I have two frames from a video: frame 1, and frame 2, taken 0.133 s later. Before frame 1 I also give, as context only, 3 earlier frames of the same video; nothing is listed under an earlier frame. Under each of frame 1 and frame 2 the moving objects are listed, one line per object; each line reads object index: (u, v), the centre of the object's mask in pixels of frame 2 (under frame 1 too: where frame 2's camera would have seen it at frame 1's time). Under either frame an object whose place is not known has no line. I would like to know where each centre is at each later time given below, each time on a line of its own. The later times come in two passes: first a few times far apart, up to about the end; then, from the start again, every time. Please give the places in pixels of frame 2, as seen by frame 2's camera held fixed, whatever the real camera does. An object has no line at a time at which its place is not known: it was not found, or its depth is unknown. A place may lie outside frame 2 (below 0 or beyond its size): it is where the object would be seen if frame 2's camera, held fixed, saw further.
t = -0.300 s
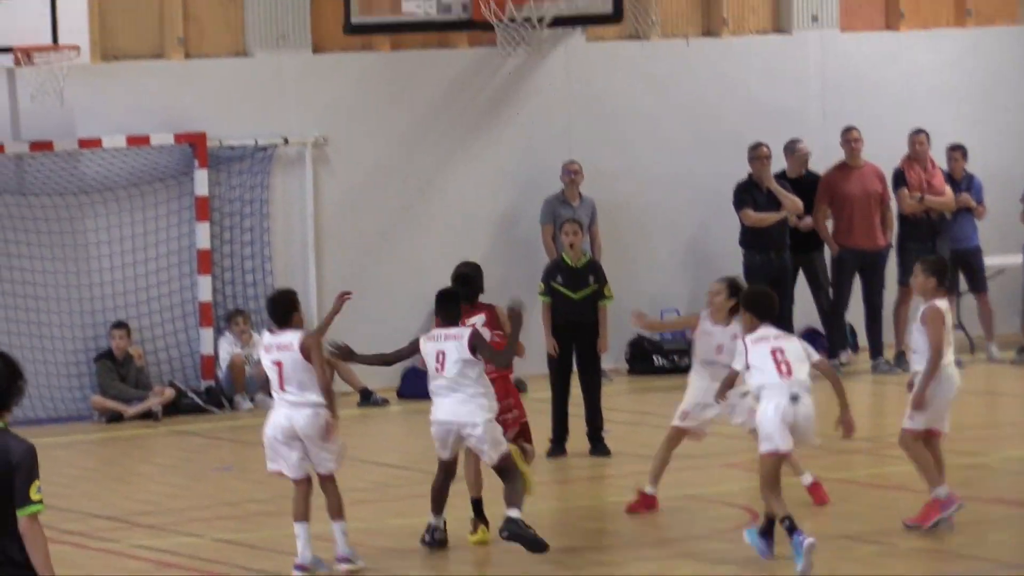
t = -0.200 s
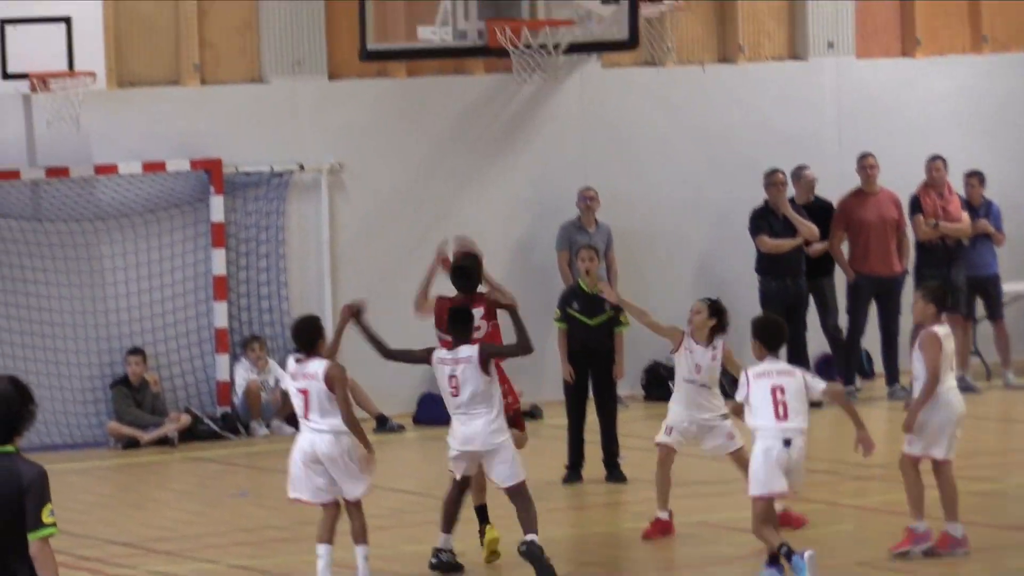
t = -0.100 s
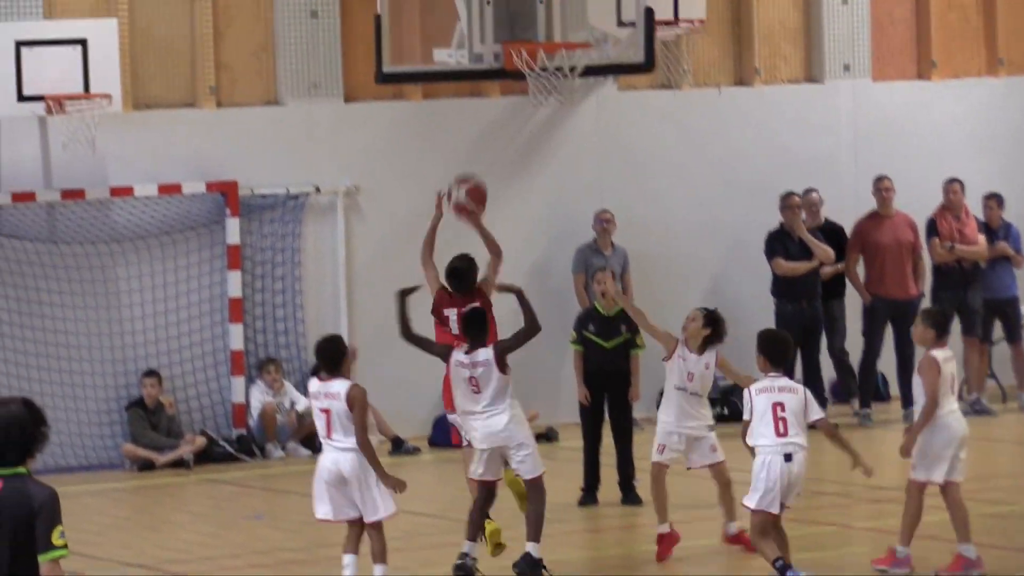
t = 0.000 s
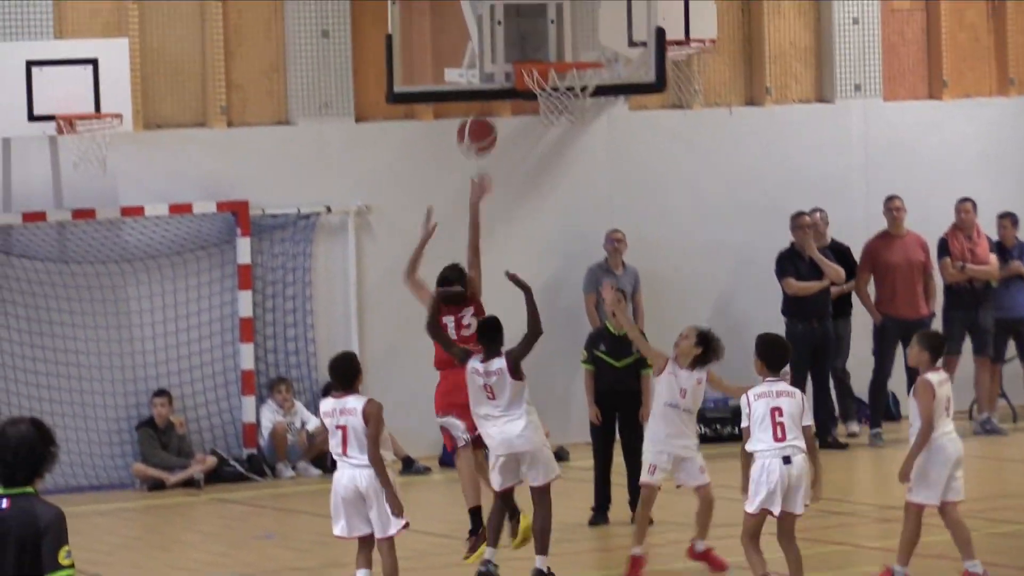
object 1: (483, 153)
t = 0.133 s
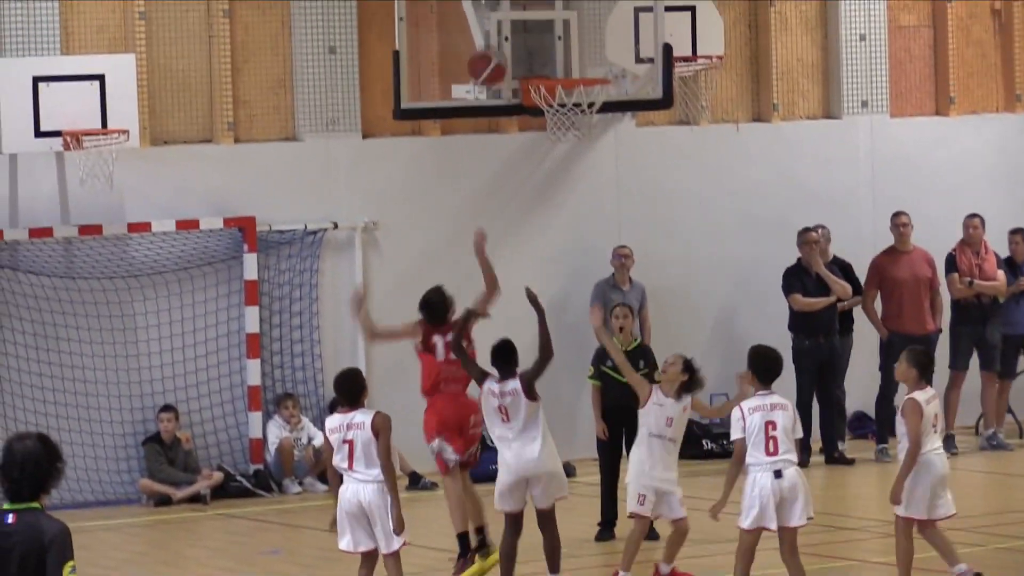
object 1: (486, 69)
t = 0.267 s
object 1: (501, 18)
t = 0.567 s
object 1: (568, 62)
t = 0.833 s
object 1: (583, 69)
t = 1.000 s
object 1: (552, 102)
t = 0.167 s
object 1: (488, 44)
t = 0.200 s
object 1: (491, 27)
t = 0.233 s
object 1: (495, 23)
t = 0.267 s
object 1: (501, 18)
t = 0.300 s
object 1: (510, 16)
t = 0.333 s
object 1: (515, 16)
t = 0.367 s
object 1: (524, 17)
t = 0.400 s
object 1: (533, 22)
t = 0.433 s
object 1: (538, 26)
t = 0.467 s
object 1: (546, 34)
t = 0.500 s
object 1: (556, 45)
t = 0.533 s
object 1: (560, 53)
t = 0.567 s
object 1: (568, 62)
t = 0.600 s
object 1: (570, 58)
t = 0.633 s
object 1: (571, 57)
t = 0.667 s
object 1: (574, 55)
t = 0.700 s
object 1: (576, 57)
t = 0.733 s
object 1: (578, 58)
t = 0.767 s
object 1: (580, 63)
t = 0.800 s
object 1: (583, 67)
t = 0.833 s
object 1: (583, 69)
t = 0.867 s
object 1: (576, 74)
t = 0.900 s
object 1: (570, 79)
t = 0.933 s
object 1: (563, 86)
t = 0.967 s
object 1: (558, 96)
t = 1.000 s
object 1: (552, 102)
